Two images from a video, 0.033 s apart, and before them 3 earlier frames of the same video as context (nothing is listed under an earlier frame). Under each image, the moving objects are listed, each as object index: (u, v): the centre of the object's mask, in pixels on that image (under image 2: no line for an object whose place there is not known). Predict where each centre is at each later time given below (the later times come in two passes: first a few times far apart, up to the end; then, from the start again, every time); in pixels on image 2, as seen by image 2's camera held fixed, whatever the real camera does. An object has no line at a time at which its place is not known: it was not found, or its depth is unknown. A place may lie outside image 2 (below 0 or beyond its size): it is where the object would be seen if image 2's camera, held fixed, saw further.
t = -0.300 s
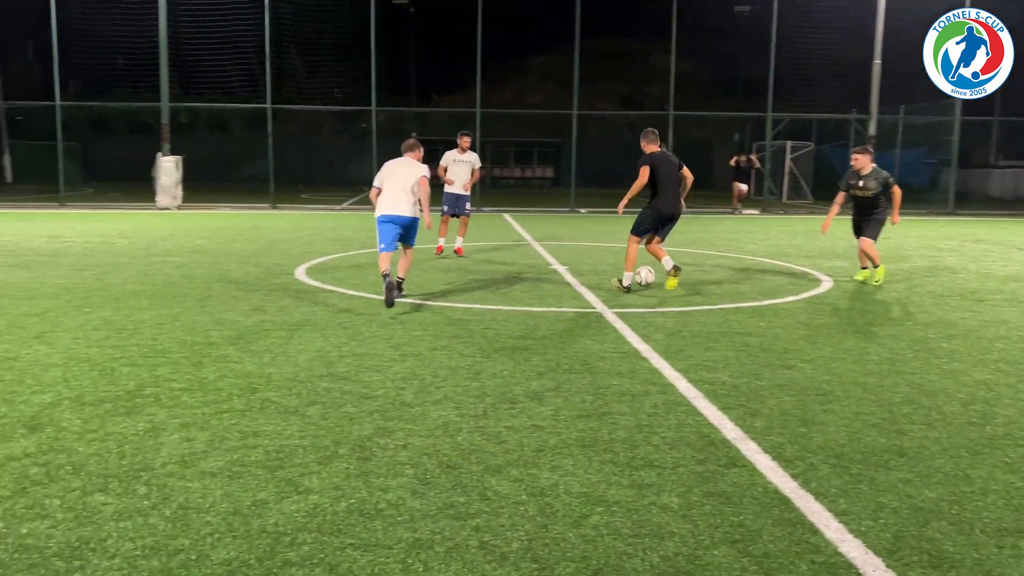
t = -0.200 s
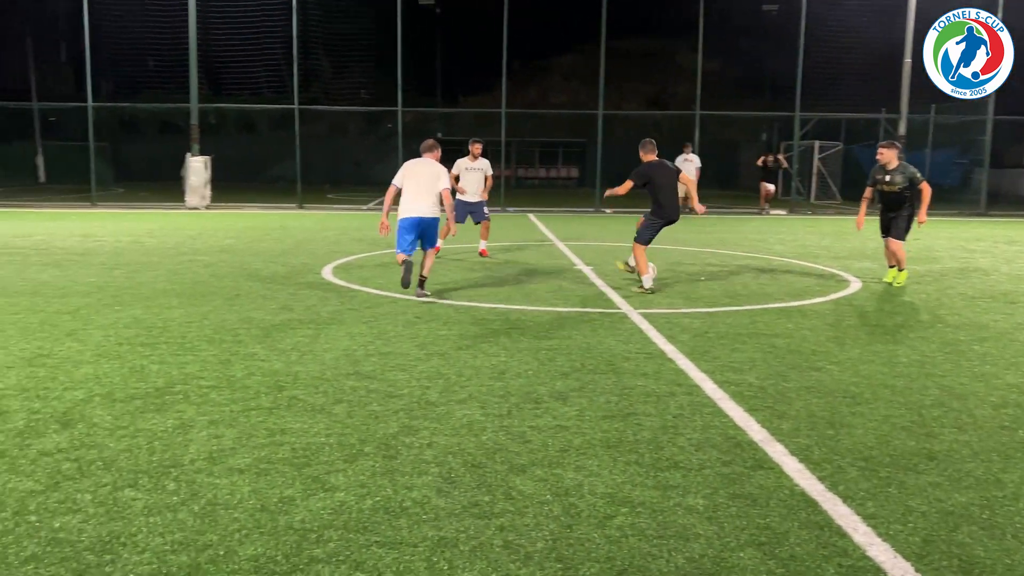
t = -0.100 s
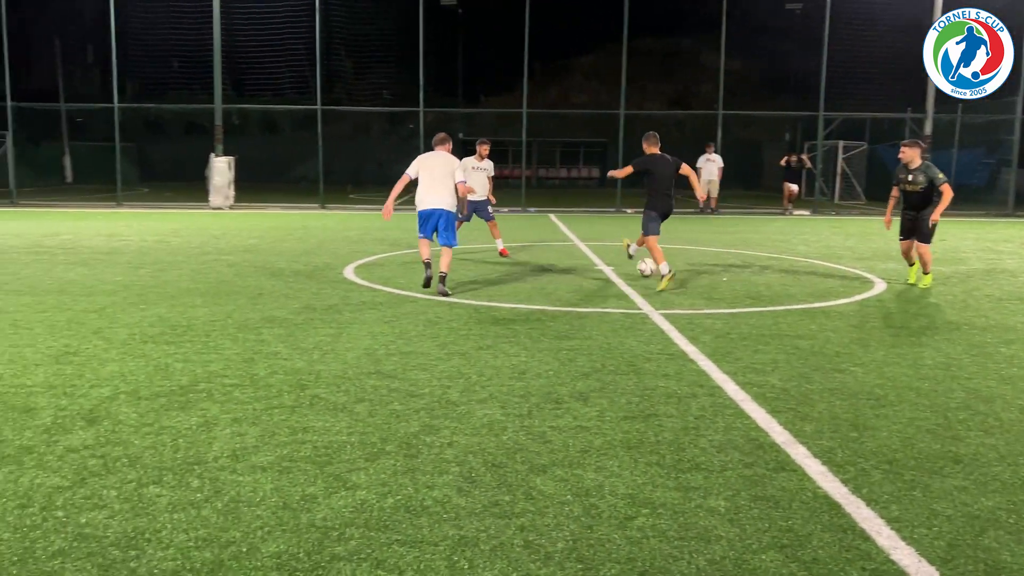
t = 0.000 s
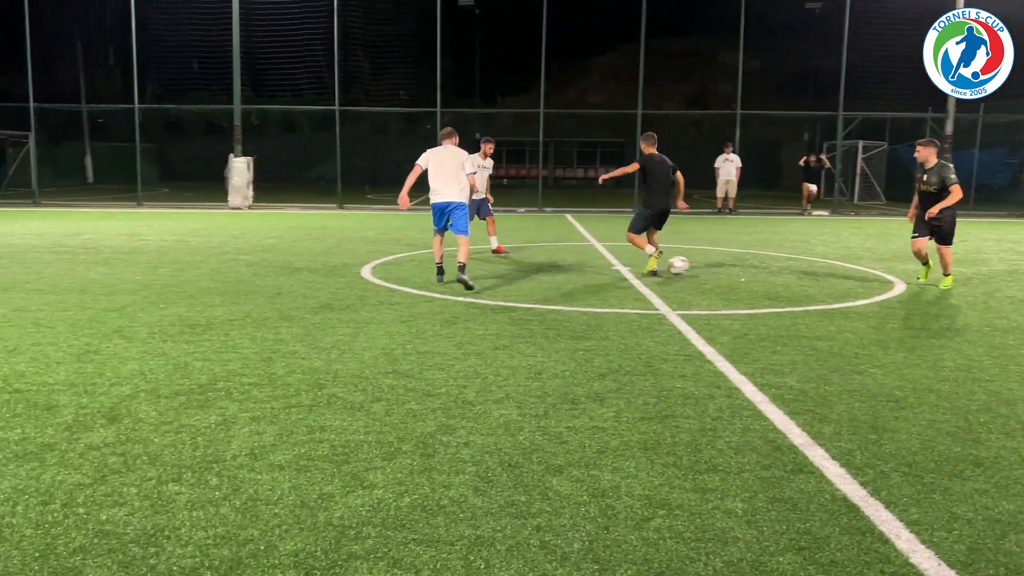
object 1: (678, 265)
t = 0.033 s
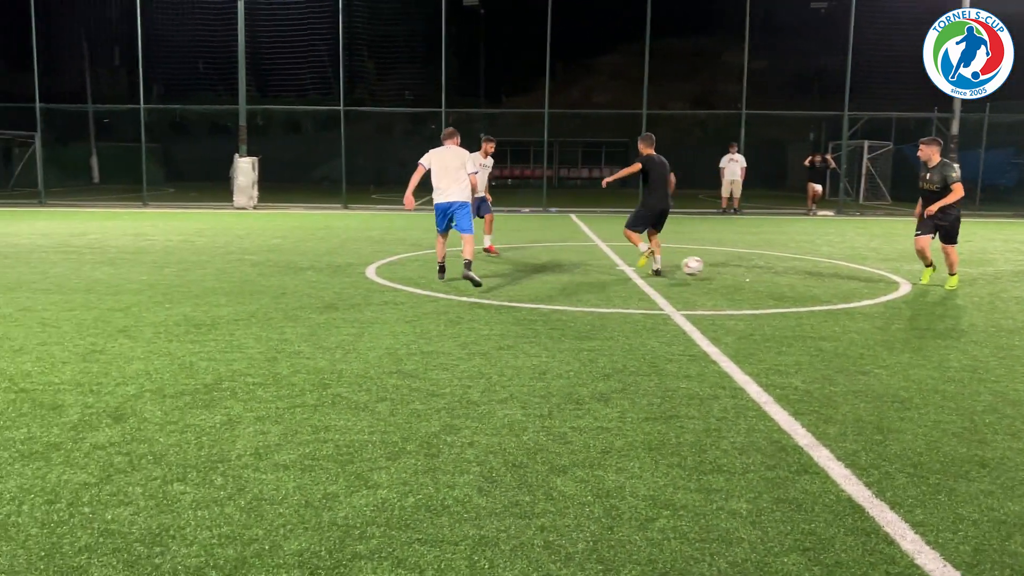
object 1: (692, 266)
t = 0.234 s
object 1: (749, 276)
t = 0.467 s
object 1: (803, 285)
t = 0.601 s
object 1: (831, 291)
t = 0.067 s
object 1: (702, 267)
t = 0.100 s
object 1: (712, 269)
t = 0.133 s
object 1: (722, 272)
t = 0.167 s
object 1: (733, 276)
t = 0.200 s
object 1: (742, 278)
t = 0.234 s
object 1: (749, 276)
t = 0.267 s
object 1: (757, 276)
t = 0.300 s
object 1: (765, 276)
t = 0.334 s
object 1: (772, 277)
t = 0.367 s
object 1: (780, 280)
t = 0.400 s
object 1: (788, 283)
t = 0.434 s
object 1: (796, 287)
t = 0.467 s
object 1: (803, 285)
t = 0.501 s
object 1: (810, 286)
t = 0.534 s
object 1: (817, 286)
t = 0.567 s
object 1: (824, 288)
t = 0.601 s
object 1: (831, 291)
